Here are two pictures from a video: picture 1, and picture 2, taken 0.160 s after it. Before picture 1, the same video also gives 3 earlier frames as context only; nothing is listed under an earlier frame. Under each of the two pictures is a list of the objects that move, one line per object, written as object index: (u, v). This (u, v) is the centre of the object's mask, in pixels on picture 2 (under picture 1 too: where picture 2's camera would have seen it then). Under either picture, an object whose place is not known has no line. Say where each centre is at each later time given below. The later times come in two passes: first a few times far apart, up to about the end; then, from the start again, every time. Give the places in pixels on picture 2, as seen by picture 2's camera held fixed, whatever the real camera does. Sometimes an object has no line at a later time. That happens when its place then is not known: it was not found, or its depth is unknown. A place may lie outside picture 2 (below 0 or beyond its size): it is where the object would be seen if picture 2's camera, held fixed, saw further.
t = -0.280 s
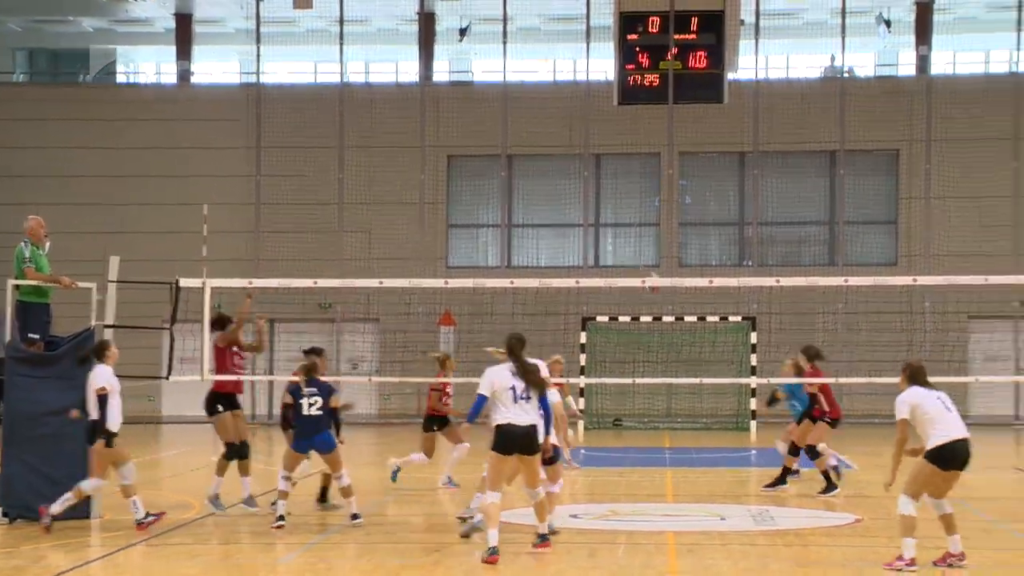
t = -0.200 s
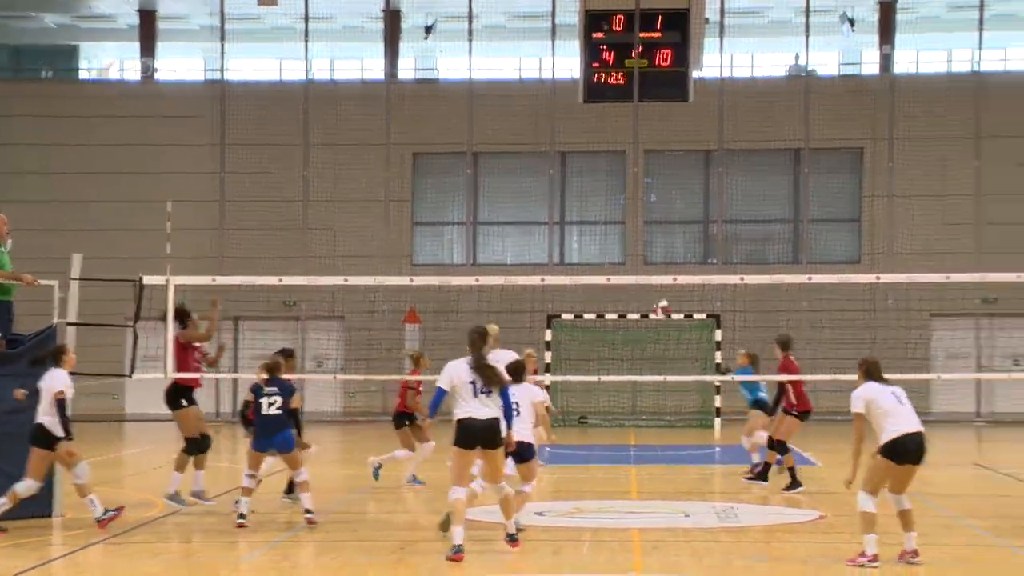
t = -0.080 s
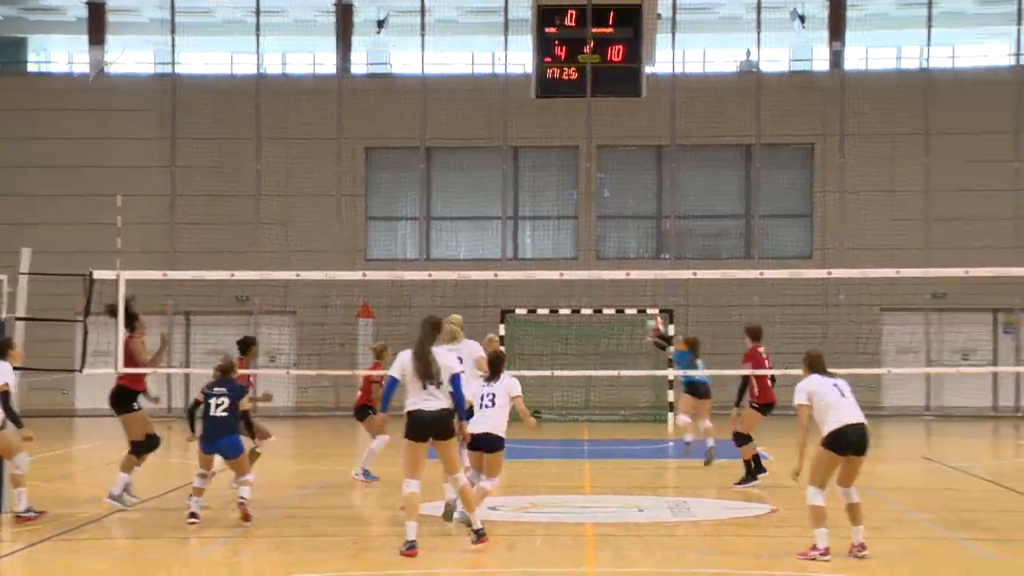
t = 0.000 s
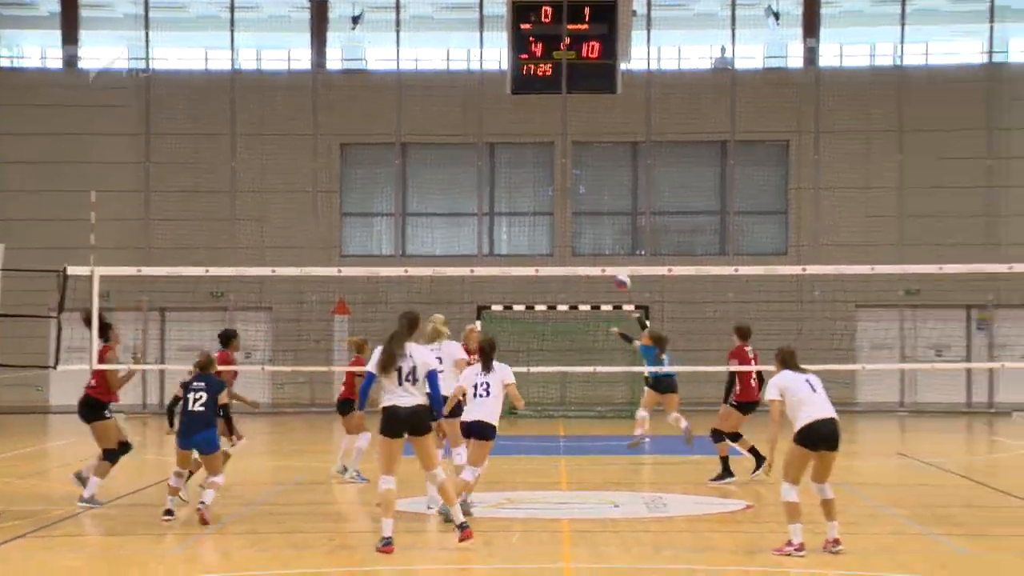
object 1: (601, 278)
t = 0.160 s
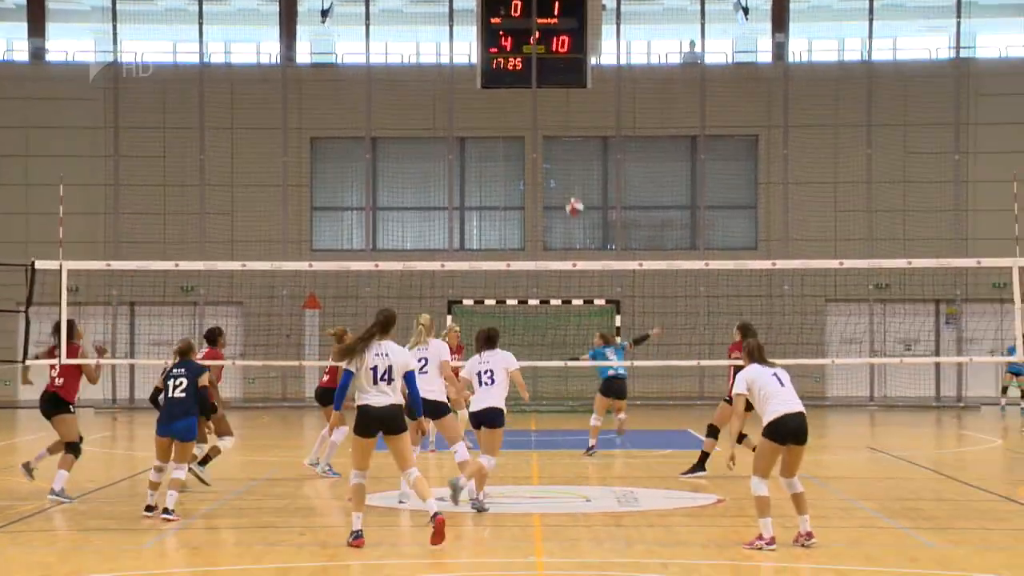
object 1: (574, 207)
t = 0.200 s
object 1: (568, 193)
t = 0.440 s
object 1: (536, 133)
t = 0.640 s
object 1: (511, 118)
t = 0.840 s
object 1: (489, 139)
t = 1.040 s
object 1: (465, 197)
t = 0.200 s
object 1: (568, 193)
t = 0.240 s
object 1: (562, 180)
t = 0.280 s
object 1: (556, 168)
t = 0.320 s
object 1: (550, 157)
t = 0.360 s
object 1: (546, 148)
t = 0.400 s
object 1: (541, 140)
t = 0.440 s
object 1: (536, 133)
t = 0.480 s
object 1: (531, 127)
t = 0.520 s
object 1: (526, 123)
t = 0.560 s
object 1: (522, 120)
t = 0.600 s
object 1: (516, 118)
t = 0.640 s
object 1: (511, 118)
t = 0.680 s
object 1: (508, 119)
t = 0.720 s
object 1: (503, 122)
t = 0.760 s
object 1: (498, 126)
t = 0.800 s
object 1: (493, 131)
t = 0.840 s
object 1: (489, 139)
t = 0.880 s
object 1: (483, 147)
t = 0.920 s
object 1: (479, 157)
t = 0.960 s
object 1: (474, 168)
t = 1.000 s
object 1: (469, 181)
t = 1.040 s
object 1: (465, 197)
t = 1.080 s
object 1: (460, 214)
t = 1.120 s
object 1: (455, 232)
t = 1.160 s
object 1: (451, 250)
